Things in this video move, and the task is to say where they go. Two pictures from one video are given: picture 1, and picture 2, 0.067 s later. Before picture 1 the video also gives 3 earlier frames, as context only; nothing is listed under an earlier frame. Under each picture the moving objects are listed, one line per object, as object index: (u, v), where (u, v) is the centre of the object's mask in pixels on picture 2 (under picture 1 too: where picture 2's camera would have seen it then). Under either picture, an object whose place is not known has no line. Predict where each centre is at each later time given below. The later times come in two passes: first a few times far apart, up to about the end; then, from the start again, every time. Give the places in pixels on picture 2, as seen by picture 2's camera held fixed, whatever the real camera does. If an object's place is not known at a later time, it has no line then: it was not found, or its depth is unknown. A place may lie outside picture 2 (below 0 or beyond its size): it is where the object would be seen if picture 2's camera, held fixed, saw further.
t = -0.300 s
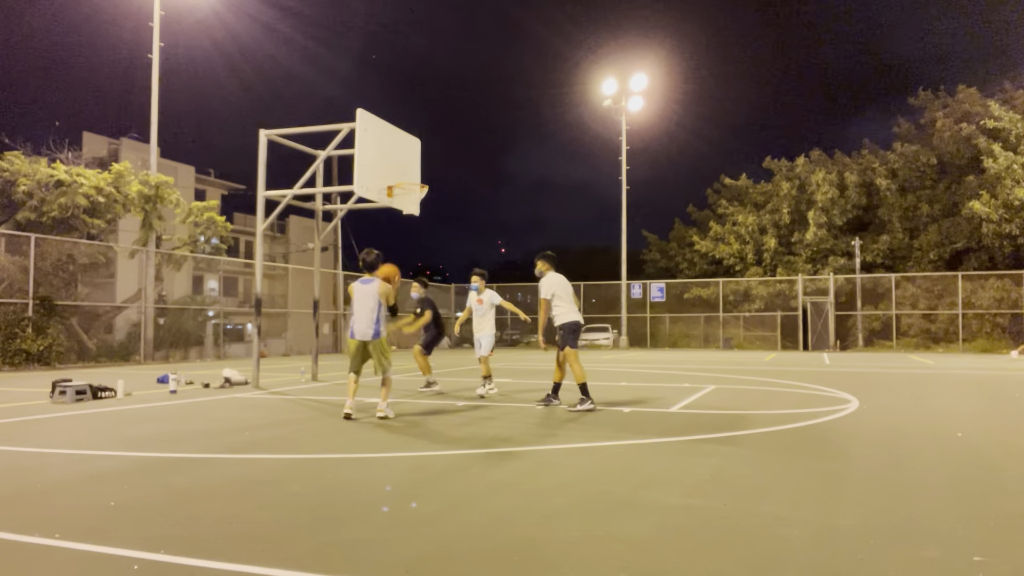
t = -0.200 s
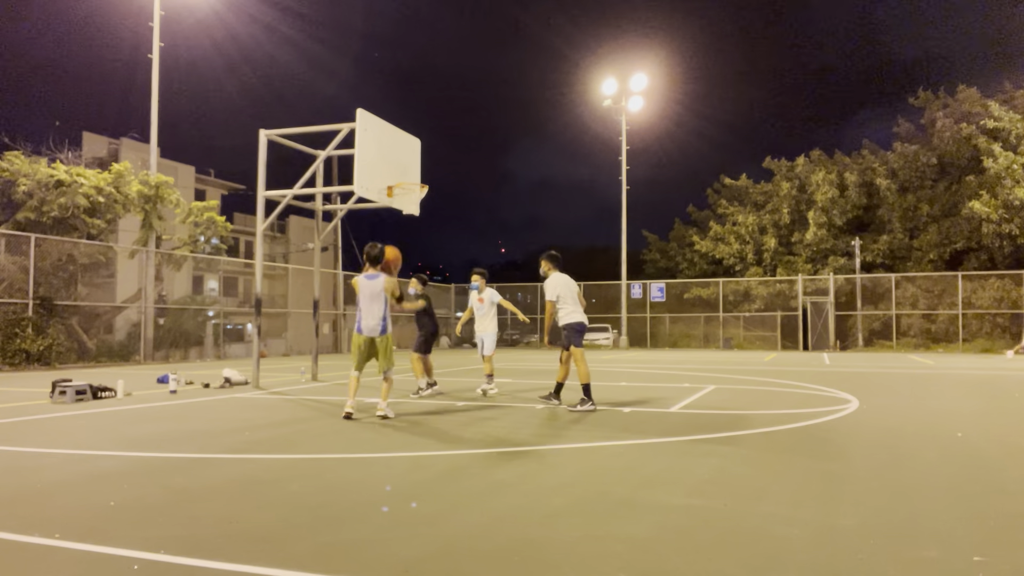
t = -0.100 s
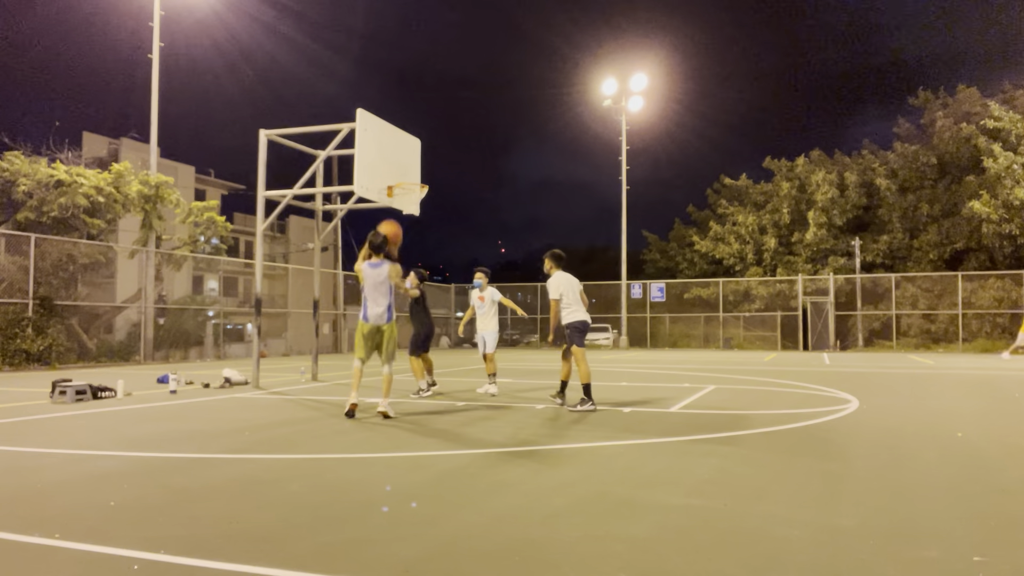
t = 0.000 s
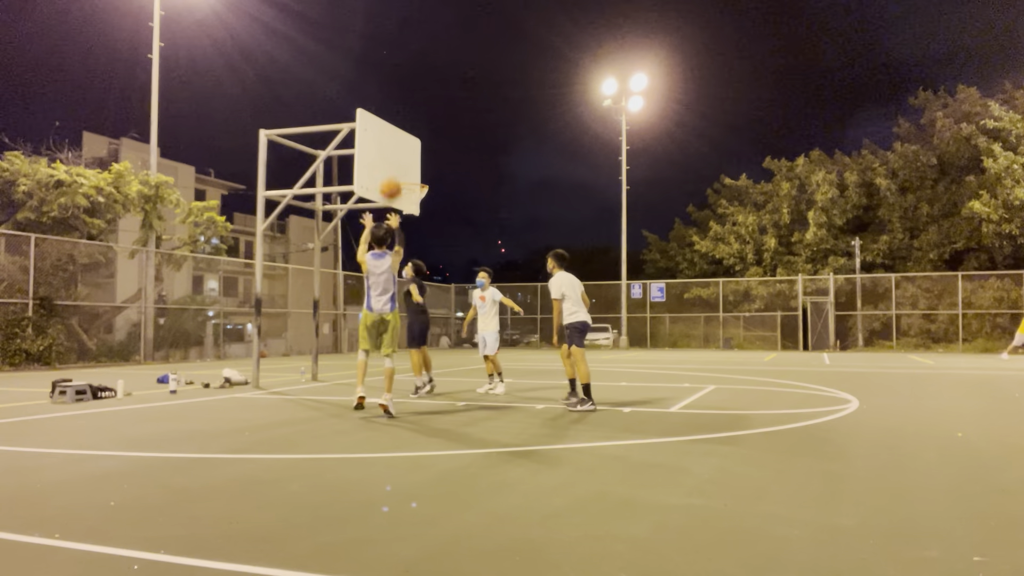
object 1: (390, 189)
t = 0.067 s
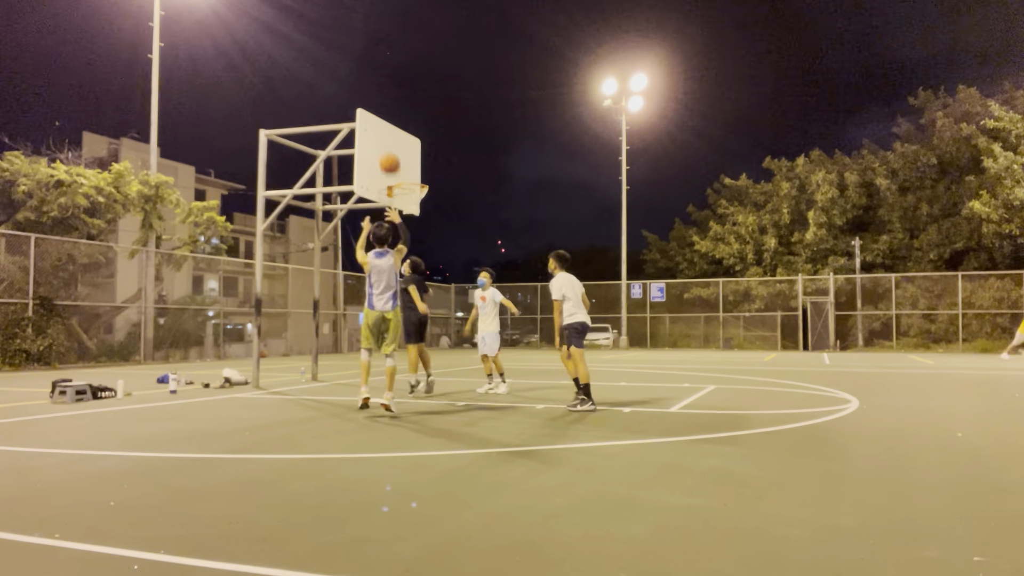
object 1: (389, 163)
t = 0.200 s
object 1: (388, 129)
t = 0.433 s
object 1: (386, 111)
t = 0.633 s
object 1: (384, 127)
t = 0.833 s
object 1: (398, 161)
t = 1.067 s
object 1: (423, 199)
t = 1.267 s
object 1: (422, 203)
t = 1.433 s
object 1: (411, 220)
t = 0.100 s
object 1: (389, 153)
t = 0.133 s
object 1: (389, 144)
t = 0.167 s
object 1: (388, 136)
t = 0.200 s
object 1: (388, 129)
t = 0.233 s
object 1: (388, 123)
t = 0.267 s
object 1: (388, 119)
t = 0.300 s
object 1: (387, 116)
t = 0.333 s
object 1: (387, 113)
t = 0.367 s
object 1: (387, 112)
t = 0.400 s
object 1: (386, 111)
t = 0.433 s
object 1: (386, 111)
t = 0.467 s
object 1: (385, 112)
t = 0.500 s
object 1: (385, 114)
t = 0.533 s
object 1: (385, 116)
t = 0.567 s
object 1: (384, 119)
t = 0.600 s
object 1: (384, 123)
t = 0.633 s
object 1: (384, 127)
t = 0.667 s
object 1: (383, 133)
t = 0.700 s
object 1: (383, 139)
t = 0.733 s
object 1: (382, 145)
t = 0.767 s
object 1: (386, 150)
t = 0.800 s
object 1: (392, 155)
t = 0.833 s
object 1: (398, 161)
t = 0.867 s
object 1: (403, 168)
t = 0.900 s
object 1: (408, 175)
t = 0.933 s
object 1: (413, 182)
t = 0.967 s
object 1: (416, 186)
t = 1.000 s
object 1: (419, 191)
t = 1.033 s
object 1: (421, 196)
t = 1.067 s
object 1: (423, 199)
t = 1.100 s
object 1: (424, 199)
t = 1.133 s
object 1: (424, 200)
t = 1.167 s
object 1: (424, 199)
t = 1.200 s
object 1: (423, 200)
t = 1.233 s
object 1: (422, 202)
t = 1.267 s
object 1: (422, 203)
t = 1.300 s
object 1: (419, 206)
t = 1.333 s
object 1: (418, 208)
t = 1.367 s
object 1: (415, 211)
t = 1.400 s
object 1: (413, 217)
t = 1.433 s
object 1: (411, 220)
